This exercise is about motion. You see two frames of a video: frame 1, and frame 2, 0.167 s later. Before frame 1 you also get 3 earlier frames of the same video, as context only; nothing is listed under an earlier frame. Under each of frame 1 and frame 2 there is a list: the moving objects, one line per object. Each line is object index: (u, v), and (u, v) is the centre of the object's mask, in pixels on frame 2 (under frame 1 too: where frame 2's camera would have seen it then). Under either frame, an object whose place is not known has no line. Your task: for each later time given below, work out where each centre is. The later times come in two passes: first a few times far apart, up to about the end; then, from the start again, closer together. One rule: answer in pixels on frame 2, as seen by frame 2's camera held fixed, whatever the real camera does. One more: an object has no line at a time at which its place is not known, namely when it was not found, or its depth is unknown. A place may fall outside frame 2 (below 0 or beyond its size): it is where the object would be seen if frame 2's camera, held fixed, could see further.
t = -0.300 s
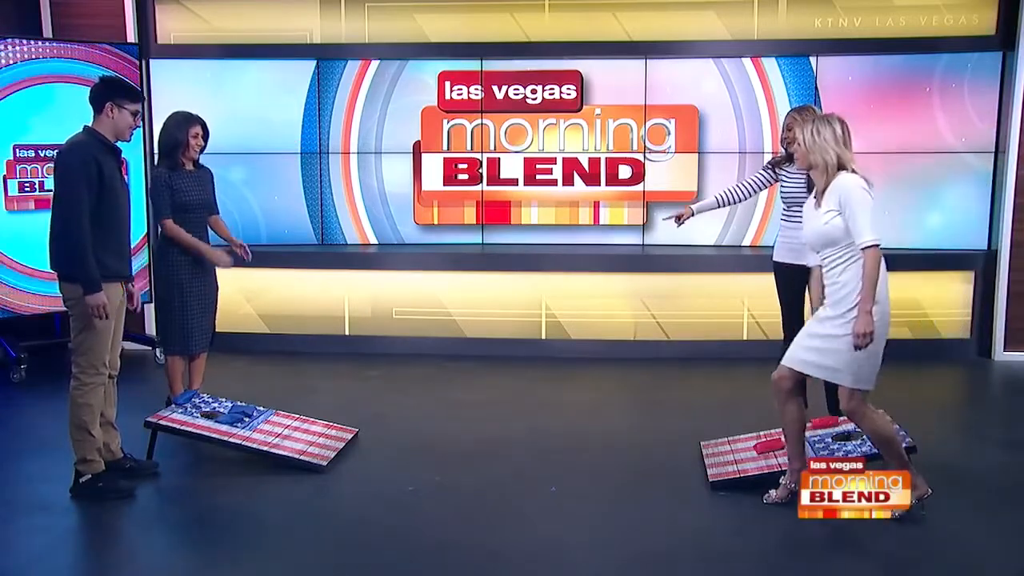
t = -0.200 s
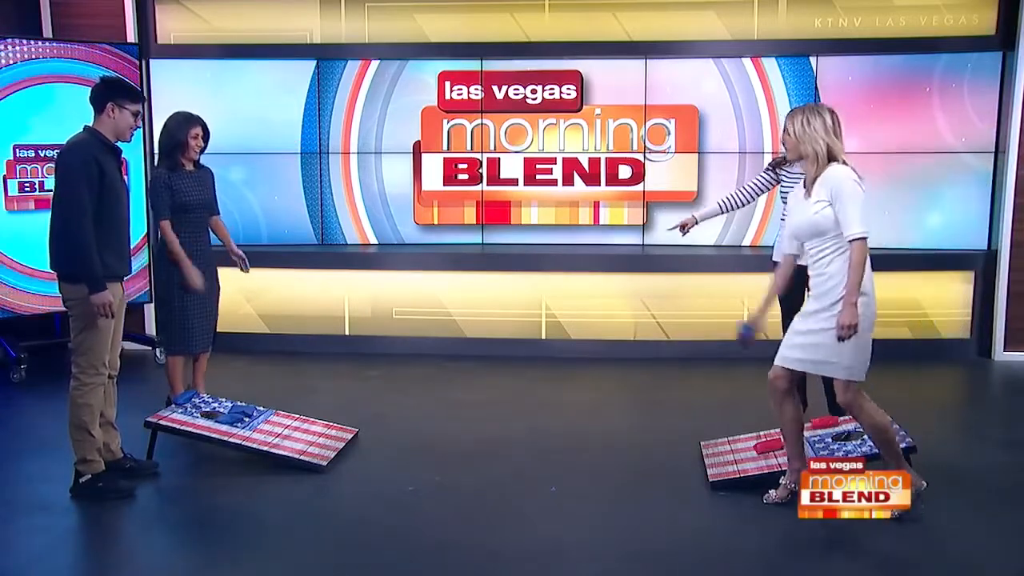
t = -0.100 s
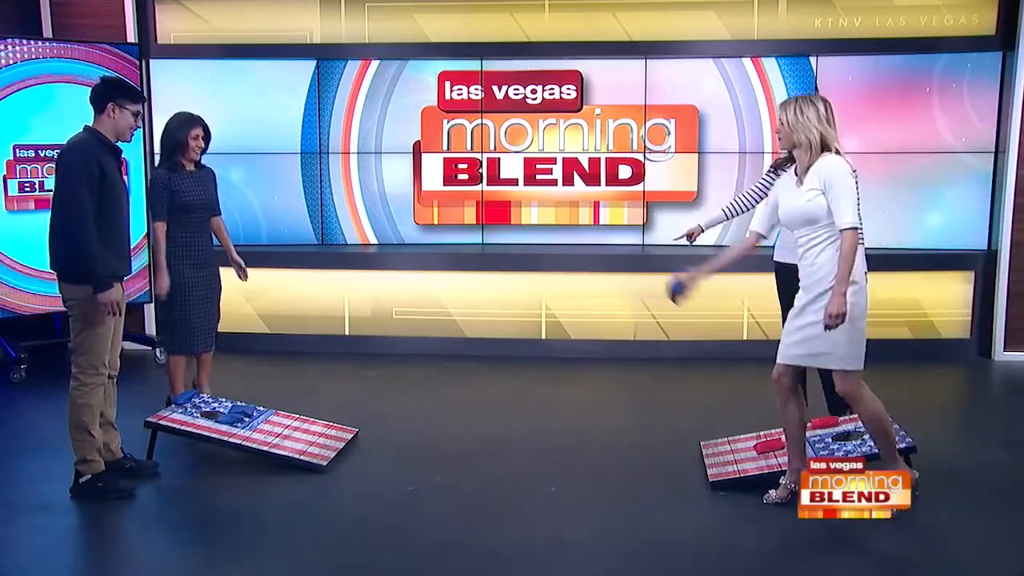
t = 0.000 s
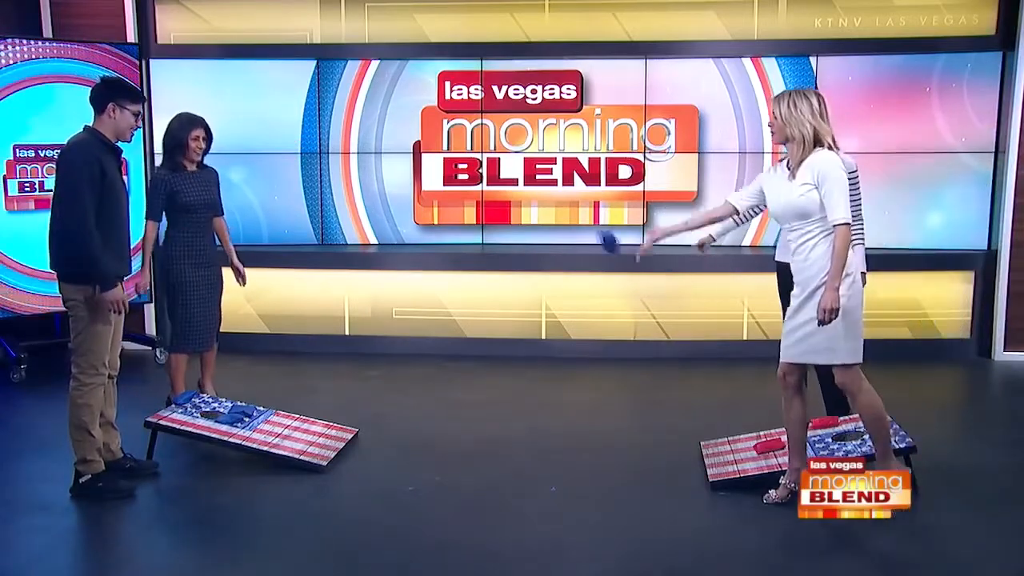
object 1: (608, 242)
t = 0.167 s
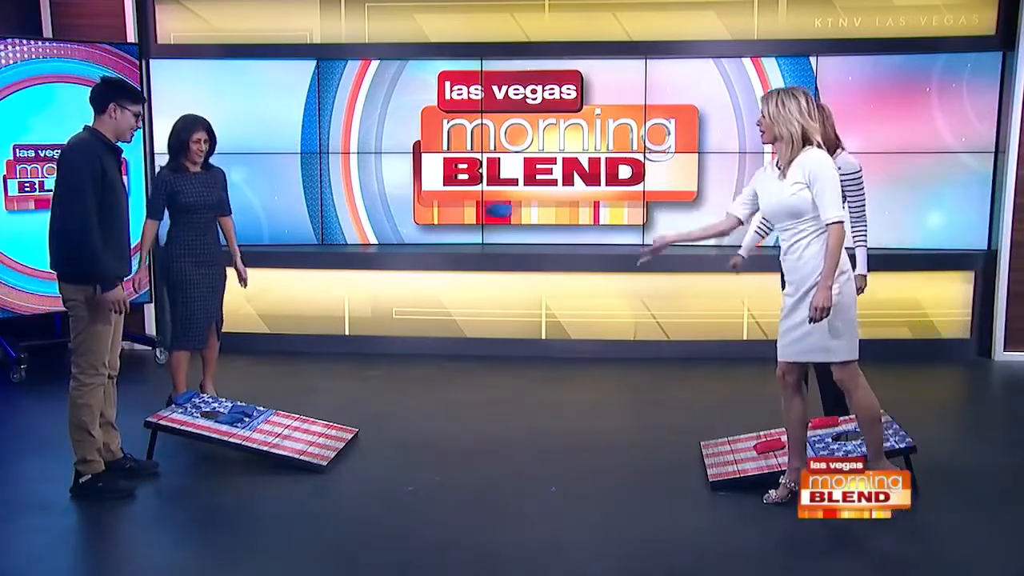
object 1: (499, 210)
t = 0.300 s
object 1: (412, 230)
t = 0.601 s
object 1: (240, 400)
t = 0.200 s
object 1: (477, 212)
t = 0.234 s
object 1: (455, 215)
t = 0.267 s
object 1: (434, 221)
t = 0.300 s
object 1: (412, 230)
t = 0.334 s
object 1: (394, 239)
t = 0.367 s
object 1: (375, 250)
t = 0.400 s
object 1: (353, 267)
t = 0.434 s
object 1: (332, 286)
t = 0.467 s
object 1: (313, 305)
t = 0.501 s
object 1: (294, 324)
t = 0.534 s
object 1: (277, 348)
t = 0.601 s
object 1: (240, 400)
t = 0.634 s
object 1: (224, 422)
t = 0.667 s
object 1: (225, 417)
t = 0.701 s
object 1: (228, 413)
